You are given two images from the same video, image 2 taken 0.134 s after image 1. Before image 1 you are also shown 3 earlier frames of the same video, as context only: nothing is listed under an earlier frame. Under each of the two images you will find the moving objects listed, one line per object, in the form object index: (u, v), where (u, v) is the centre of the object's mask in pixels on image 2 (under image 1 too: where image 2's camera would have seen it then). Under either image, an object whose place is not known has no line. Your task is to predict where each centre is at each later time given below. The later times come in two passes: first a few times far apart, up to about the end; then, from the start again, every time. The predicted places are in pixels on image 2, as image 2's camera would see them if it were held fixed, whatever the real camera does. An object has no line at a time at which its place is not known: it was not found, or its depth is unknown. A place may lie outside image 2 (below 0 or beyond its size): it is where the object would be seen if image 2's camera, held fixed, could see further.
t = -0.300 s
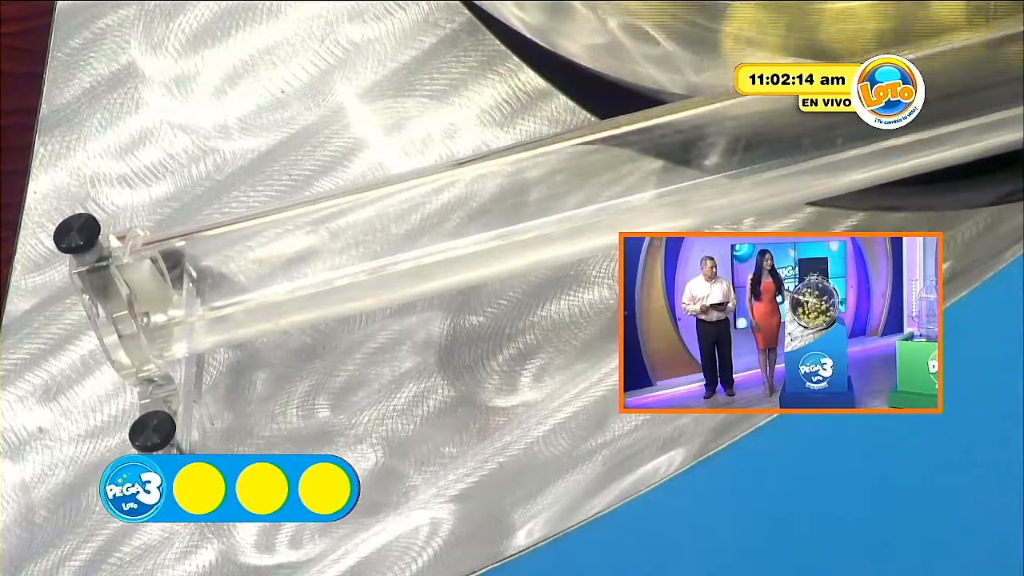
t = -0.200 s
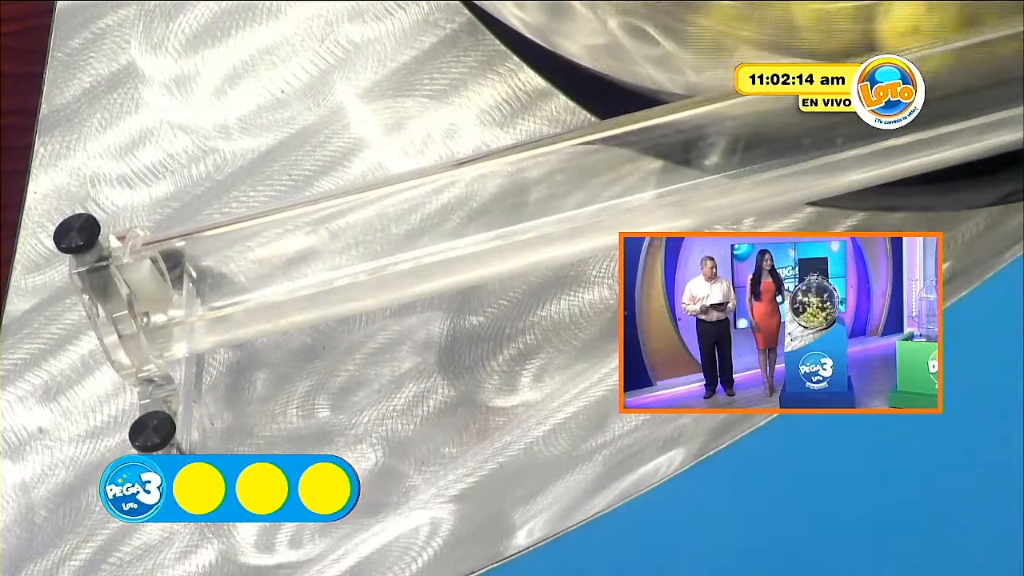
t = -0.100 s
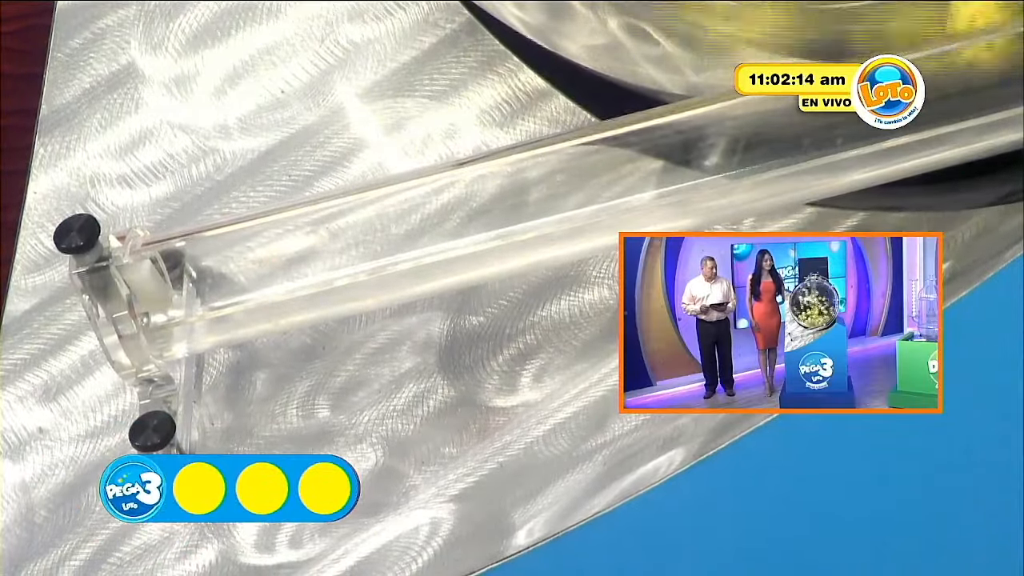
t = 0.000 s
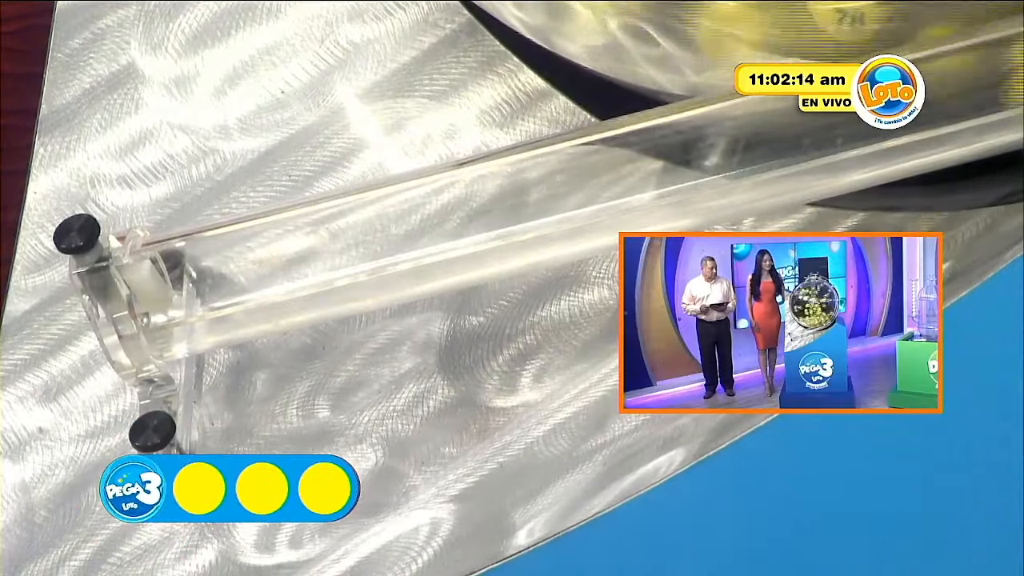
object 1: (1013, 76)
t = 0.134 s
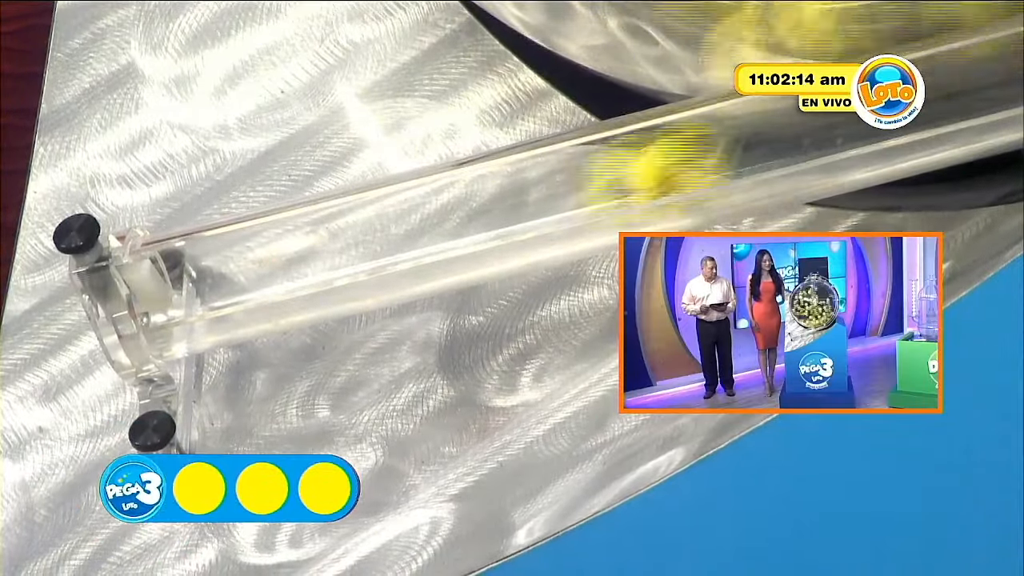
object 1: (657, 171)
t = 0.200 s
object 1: (457, 217)
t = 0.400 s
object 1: (246, 270)
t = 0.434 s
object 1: (236, 273)
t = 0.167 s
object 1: (556, 198)
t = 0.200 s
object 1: (457, 217)
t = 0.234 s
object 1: (358, 250)
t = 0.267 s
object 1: (261, 267)
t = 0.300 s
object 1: (214, 275)
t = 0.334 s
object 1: (237, 271)
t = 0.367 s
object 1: (244, 269)
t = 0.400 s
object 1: (246, 270)
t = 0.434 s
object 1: (236, 273)
